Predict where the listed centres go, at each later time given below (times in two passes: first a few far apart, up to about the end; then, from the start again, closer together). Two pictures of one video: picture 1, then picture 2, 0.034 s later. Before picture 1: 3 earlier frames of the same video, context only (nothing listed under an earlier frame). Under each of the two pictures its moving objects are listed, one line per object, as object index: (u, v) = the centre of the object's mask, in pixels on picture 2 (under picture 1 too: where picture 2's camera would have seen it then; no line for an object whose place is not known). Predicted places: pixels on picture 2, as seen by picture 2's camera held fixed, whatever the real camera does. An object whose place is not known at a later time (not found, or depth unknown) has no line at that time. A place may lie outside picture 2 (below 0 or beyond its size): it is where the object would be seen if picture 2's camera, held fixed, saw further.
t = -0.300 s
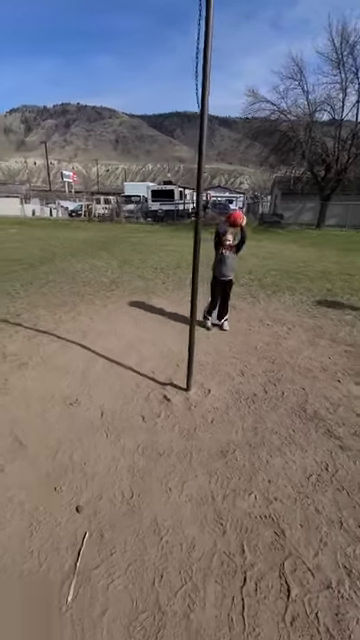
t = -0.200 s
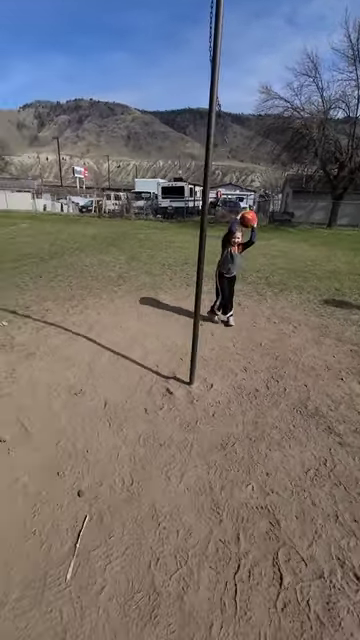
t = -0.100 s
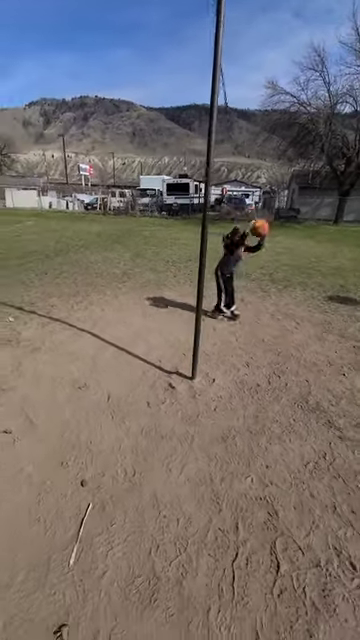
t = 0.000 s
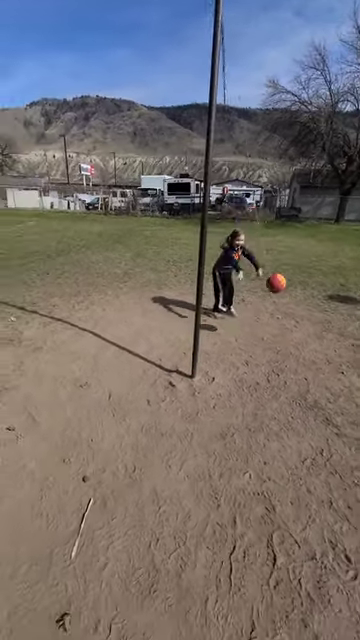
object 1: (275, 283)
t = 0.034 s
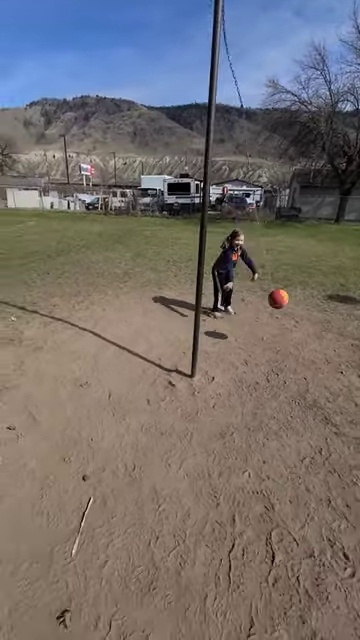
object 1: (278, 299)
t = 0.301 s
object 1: (266, 336)
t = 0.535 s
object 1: (179, 293)
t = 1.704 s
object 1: (49, 297)
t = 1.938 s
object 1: (166, 305)
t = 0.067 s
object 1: (277, 306)
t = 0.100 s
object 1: (275, 308)
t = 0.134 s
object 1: (274, 311)
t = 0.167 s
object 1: (273, 312)
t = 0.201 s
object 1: (271, 314)
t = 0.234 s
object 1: (269, 319)
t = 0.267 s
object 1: (268, 326)
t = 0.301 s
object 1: (266, 336)
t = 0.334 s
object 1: (262, 349)
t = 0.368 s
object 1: (258, 365)
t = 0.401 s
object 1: (252, 383)
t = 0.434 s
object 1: (243, 403)
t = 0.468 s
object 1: (227, 389)
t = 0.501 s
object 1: (205, 347)
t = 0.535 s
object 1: (179, 293)
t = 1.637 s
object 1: (8, 283)
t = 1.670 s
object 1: (30, 290)
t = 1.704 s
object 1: (49, 297)
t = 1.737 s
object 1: (66, 304)
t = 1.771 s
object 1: (84, 309)
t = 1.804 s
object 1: (100, 312)
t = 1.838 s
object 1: (116, 313)
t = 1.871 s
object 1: (133, 313)
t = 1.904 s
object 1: (150, 310)
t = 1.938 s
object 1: (166, 305)
